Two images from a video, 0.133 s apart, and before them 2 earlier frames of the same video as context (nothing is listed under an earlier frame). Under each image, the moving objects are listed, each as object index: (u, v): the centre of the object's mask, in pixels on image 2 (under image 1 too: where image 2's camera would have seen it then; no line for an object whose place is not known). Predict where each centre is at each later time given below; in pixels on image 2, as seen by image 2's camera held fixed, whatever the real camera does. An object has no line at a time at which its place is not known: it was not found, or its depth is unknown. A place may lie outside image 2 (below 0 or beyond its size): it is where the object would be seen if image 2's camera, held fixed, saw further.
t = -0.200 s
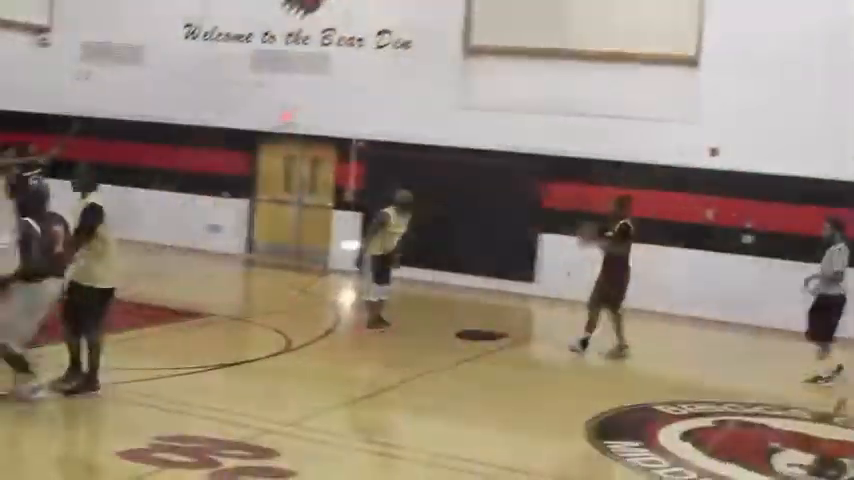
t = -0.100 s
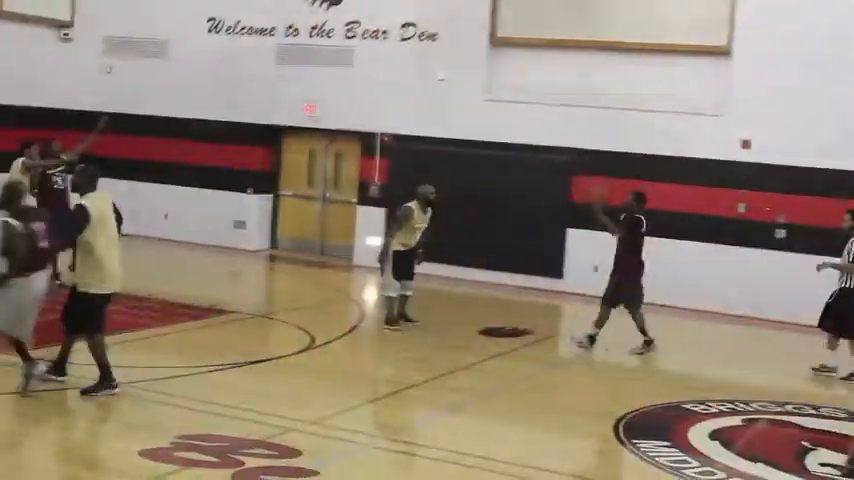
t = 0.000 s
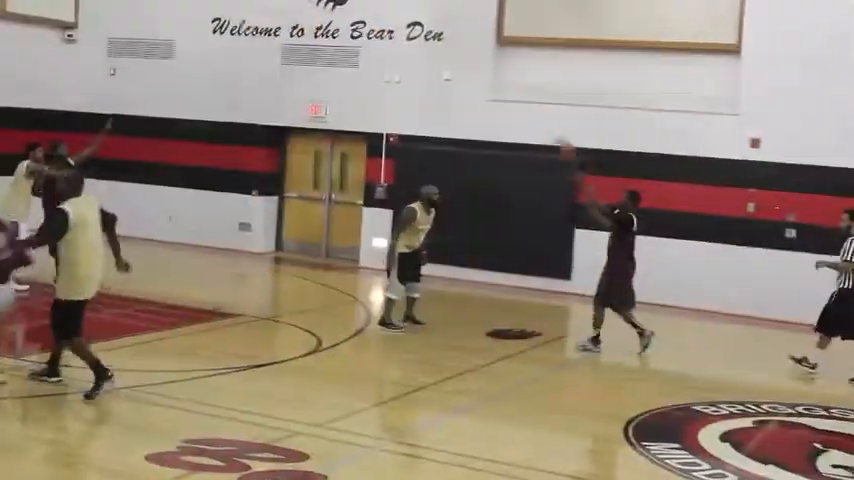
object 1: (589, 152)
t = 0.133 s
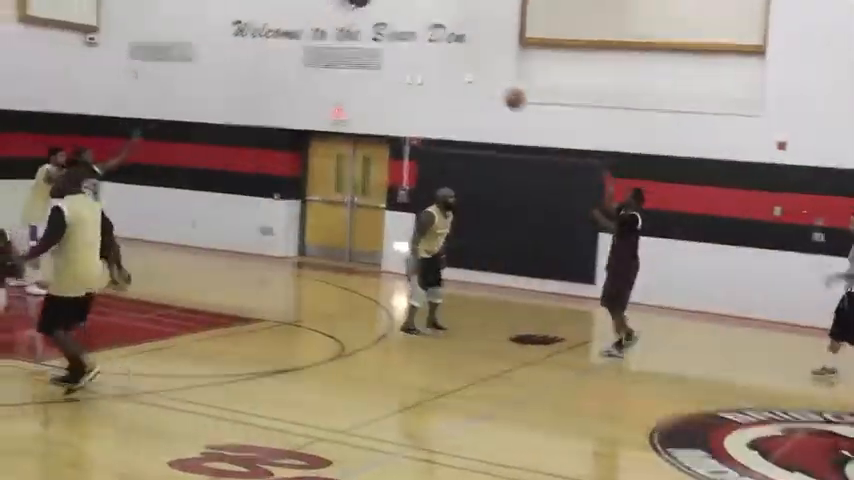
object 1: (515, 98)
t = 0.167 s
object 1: (498, 87)
